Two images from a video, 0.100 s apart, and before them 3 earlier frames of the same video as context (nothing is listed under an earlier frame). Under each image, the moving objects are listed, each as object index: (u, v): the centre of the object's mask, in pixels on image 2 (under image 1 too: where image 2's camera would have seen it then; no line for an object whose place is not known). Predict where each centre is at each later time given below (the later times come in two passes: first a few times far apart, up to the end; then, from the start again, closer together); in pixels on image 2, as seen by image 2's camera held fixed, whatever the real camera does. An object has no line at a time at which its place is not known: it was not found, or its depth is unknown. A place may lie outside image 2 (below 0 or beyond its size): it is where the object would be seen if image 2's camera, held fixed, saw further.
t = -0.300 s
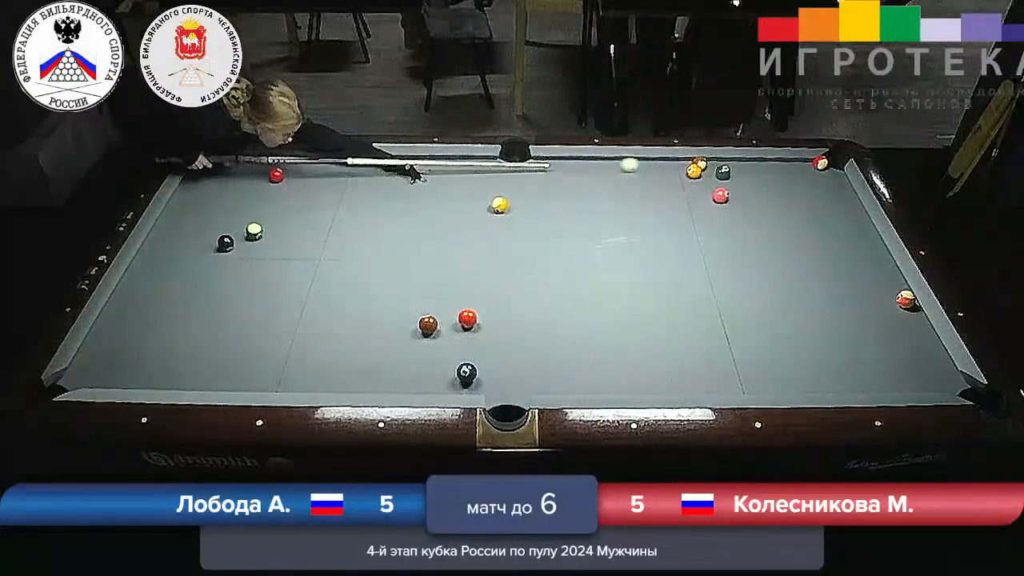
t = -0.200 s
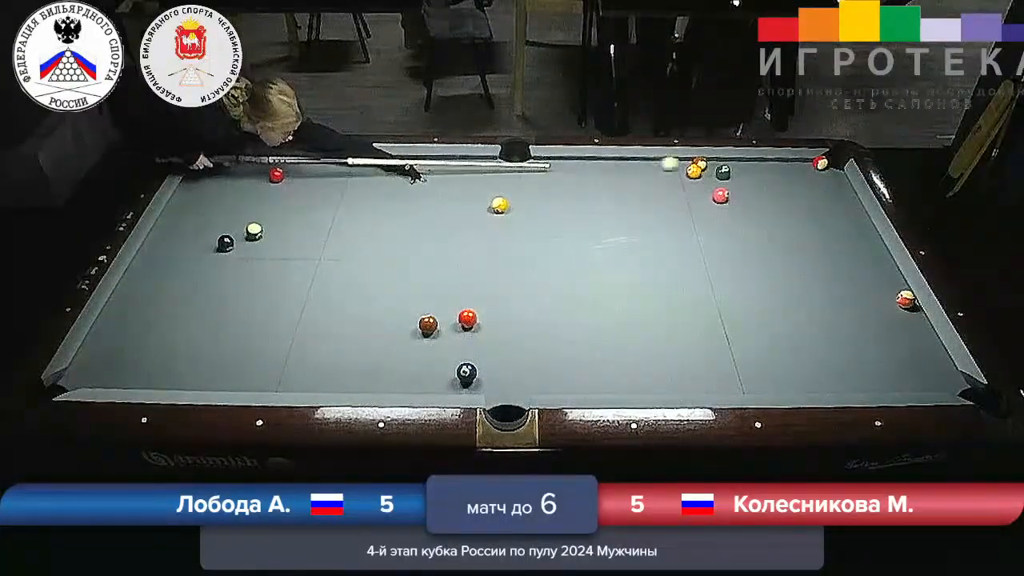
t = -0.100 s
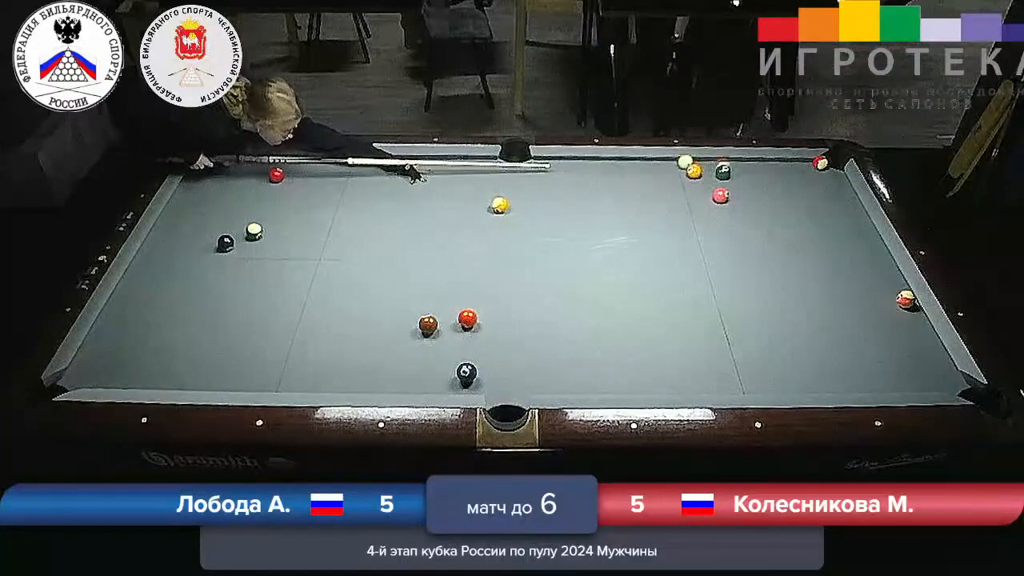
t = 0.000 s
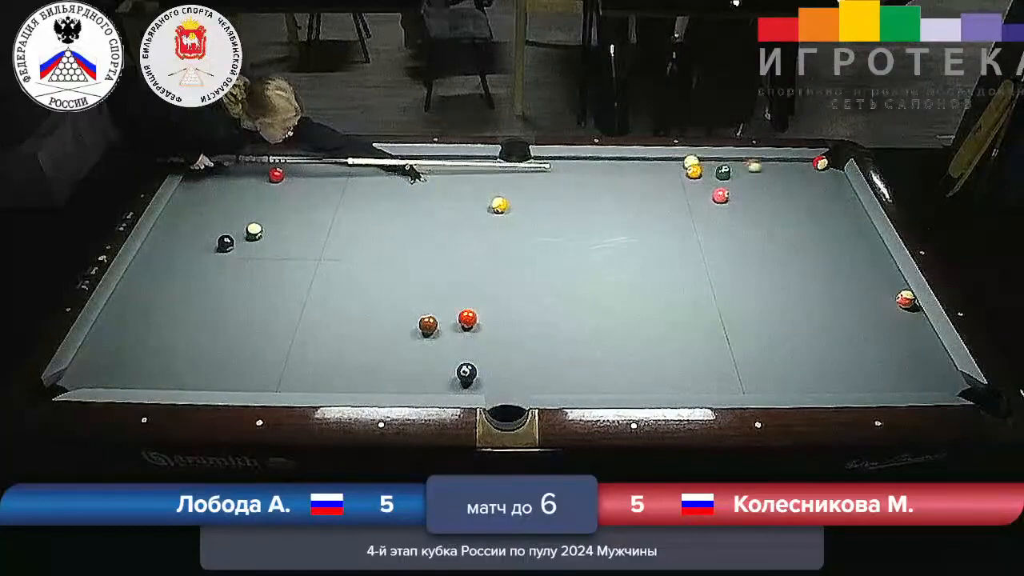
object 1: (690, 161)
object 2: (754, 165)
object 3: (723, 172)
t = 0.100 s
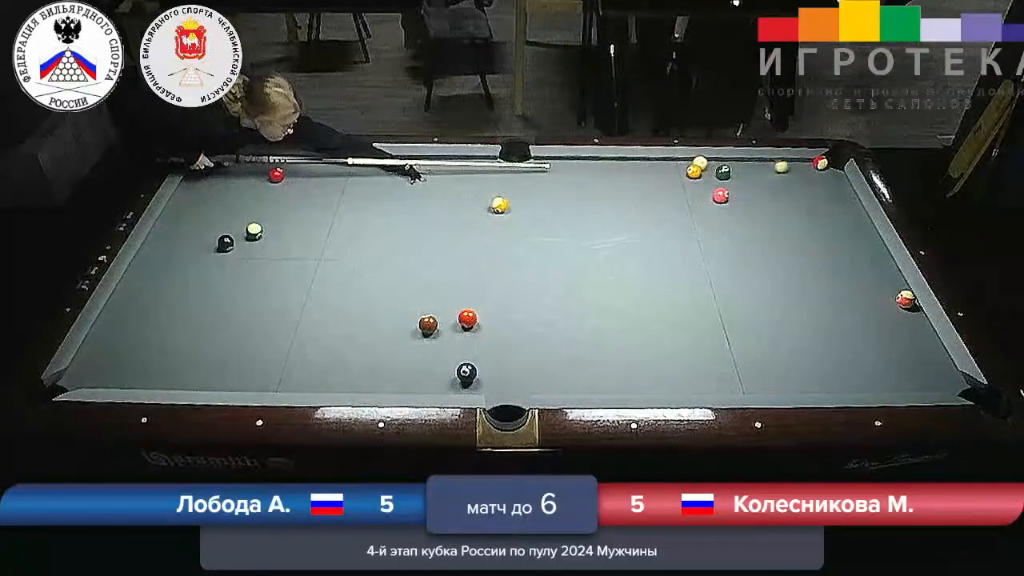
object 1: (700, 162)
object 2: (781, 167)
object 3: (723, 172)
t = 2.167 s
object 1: (783, 166)
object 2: (781, 225)
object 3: (741, 187)
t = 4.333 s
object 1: (788, 166)
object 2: (738, 260)
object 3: (741, 187)
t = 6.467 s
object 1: (789, 166)
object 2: (735, 263)
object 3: (741, 187)
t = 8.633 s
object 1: (788, 166)
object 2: (735, 263)
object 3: (741, 187)
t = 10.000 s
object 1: (789, 166)
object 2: (735, 263)
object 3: (741, 187)
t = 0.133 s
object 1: (703, 163)
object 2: (792, 166)
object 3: (724, 172)
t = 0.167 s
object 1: (705, 164)
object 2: (796, 167)
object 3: (723, 172)
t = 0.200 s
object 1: (708, 164)
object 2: (806, 167)
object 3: (723, 172)
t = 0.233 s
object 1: (711, 165)
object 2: (813, 168)
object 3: (723, 172)
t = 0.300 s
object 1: (715, 164)
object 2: (821, 171)
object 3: (724, 173)
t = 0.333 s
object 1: (717, 164)
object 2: (824, 172)
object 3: (725, 174)
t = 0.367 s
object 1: (718, 164)
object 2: (827, 174)
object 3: (725, 174)
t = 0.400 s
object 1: (720, 163)
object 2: (834, 175)
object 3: (726, 175)
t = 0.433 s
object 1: (723, 163)
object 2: (838, 178)
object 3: (727, 175)
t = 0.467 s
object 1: (724, 163)
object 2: (840, 178)
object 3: (727, 176)
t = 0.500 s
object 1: (726, 163)
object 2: (840, 180)
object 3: (728, 176)
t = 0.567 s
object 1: (730, 163)
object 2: (838, 181)
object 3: (729, 177)
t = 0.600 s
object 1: (732, 163)
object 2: (836, 182)
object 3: (730, 178)
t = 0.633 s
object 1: (734, 162)
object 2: (834, 184)
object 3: (730, 178)
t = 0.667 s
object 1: (735, 162)
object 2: (833, 185)
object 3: (731, 178)
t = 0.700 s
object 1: (737, 162)
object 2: (832, 186)
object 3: (731, 179)
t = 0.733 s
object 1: (739, 162)
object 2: (831, 188)
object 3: (732, 179)
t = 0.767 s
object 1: (740, 162)
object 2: (830, 188)
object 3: (732, 179)
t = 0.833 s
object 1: (743, 163)
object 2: (826, 190)
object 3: (734, 180)
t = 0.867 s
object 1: (744, 163)
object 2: (825, 190)
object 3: (734, 180)
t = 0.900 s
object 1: (746, 163)
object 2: (824, 192)
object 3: (734, 181)
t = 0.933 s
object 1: (747, 163)
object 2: (823, 193)
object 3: (735, 181)
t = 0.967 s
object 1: (748, 163)
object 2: (821, 194)
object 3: (735, 181)
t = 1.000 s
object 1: (750, 163)
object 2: (820, 195)
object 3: (736, 182)
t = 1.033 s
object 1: (751, 163)
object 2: (819, 195)
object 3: (737, 182)
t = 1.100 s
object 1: (754, 164)
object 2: (817, 197)
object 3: (737, 182)
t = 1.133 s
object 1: (755, 164)
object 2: (815, 198)
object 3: (738, 183)
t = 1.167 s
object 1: (756, 164)
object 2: (814, 199)
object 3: (738, 183)
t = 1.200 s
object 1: (757, 164)
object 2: (813, 200)
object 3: (739, 184)
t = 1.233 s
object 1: (759, 164)
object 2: (811, 202)
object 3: (739, 184)
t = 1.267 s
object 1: (760, 164)
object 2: (811, 202)
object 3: (739, 184)
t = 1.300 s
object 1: (761, 164)
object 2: (810, 202)
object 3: (739, 184)
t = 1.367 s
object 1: (763, 164)
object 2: (807, 204)
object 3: (740, 185)
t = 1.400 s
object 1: (764, 164)
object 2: (805, 205)
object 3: (740, 185)
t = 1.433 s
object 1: (765, 165)
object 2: (804, 207)
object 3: (740, 185)
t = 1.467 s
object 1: (766, 165)
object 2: (803, 208)
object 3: (740, 185)
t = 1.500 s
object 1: (767, 165)
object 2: (802, 208)
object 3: (741, 185)
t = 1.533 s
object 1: (769, 165)
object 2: (801, 210)
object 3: (741, 186)
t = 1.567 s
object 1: (769, 165)
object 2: (800, 210)
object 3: (741, 186)
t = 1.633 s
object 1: (771, 165)
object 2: (797, 212)
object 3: (741, 186)
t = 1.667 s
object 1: (772, 165)
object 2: (797, 212)
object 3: (741, 186)
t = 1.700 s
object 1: (773, 165)
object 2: (796, 213)
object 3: (741, 186)
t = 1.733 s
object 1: (774, 165)
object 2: (794, 214)
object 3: (741, 187)
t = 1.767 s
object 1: (774, 165)
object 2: (793, 215)
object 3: (741, 187)
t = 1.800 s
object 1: (775, 166)
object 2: (792, 216)
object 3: (741, 187)
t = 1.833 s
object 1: (777, 166)
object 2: (791, 217)
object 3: (741, 187)
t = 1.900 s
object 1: (777, 166)
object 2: (789, 220)
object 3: (741, 187)
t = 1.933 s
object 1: (779, 166)
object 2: (788, 220)
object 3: (741, 187)
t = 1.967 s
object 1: (779, 166)
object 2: (787, 220)
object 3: (741, 187)
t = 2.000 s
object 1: (780, 166)
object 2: (787, 221)
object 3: (741, 187)
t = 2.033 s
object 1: (780, 166)
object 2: (785, 222)
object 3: (741, 187)
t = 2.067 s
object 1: (781, 166)
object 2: (784, 222)
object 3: (741, 187)
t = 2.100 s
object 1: (781, 166)
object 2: (783, 223)
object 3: (741, 187)
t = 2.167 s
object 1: (783, 166)
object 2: (781, 225)
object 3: (741, 187)
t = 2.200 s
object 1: (783, 166)
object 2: (780, 226)
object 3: (741, 187)
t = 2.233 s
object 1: (784, 166)
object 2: (779, 227)
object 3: (741, 187)
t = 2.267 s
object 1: (784, 167)
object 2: (778, 228)
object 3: (741, 187)
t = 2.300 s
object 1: (785, 166)
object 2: (777, 228)
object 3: (741, 187)
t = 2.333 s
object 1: (785, 166)
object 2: (776, 230)
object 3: (741, 187)
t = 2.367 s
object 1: (785, 167)
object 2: (775, 230)
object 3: (741, 187)
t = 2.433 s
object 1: (786, 167)
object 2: (773, 232)
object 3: (741, 187)
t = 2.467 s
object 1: (786, 167)
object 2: (773, 232)
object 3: (741, 187)
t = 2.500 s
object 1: (787, 167)
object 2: (772, 233)
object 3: (741, 187)
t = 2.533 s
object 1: (787, 166)
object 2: (771, 233)
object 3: (741, 187)
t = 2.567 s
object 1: (788, 166)
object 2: (771, 234)
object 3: (741, 187)
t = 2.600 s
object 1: (787, 166)
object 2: (769, 235)
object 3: (741, 187)
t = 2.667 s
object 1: (788, 166)
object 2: (768, 237)
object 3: (741, 187)
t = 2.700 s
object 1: (788, 166)
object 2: (767, 238)
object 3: (741, 187)
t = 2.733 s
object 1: (788, 166)
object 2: (766, 238)
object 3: (741, 187)
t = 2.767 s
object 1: (788, 166)
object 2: (765, 239)
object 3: (741, 187)
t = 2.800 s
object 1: (788, 166)
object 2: (765, 239)
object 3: (741, 187)
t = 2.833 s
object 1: (789, 166)
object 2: (763, 240)
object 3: (741, 187)
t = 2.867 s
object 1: (788, 166)
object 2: (763, 240)
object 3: (741, 187)
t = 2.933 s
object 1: (789, 166)
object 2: (761, 242)
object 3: (741, 187)
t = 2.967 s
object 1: (789, 166)
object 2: (760, 242)
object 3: (741, 187)
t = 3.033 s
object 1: (789, 166)
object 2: (759, 244)
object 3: (741, 187)
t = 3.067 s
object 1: (789, 166)
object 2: (759, 244)
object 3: (741, 187)
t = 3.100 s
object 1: (789, 166)
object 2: (758, 244)
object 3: (741, 187)
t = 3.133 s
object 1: (789, 166)
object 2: (756, 246)
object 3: (741, 187)
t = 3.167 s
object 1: (789, 166)
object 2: (756, 246)
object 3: (741, 187)
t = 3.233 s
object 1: (789, 166)
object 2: (754, 247)
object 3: (741, 187)
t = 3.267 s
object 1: (789, 166)
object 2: (754, 248)
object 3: (741, 187)
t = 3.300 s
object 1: (789, 166)
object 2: (753, 248)
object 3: (741, 187)
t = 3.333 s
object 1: (789, 166)
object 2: (753, 249)
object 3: (741, 187)
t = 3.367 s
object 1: (788, 166)
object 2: (753, 249)
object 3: (741, 187)
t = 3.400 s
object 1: (788, 166)
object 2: (752, 250)
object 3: (741, 187)
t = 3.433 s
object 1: (788, 166)
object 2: (751, 251)
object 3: (741, 187)
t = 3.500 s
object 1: (789, 166)
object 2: (749, 252)
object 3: (741, 187)
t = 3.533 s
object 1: (789, 166)
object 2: (749, 252)
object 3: (741, 187)
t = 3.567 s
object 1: (789, 166)
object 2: (748, 252)
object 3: (741, 187)
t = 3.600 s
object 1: (789, 166)
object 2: (747, 253)
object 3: (741, 187)
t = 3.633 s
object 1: (789, 166)
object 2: (747, 253)
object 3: (741, 187)
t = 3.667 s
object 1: (789, 166)
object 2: (747, 253)
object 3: (741, 187)
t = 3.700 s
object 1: (789, 166)
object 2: (746, 254)
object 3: (741, 187)
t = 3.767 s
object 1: (789, 166)
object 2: (745, 255)
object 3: (741, 187)
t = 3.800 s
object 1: (788, 166)
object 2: (745, 255)
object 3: (741, 187)
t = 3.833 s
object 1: (788, 166)
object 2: (744, 255)
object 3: (741, 187)
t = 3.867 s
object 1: (788, 166)
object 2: (743, 256)
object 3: (741, 187)
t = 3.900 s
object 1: (789, 166)
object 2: (743, 256)
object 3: (741, 187)
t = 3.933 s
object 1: (788, 166)
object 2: (743, 256)
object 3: (741, 187)
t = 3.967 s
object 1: (788, 166)
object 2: (742, 257)
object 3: (741, 187)
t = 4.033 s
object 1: (788, 166)
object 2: (741, 258)
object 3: (741, 187)
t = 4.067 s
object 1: (788, 166)
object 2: (741, 258)
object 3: (741, 187)
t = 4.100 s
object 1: (788, 166)
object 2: (740, 258)
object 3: (741, 187)
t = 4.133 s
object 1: (788, 166)
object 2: (740, 259)
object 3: (741, 187)
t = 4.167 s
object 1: (788, 166)
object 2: (739, 259)
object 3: (741, 187)
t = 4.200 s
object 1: (788, 166)
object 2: (739, 260)
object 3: (741, 187)
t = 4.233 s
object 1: (788, 166)
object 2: (739, 260)
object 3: (741, 187)
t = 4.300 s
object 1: (789, 166)
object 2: (738, 260)
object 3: (741, 187)
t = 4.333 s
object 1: (788, 166)
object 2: (738, 260)
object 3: (741, 187)
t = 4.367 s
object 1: (788, 166)
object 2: (738, 261)
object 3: (741, 187)
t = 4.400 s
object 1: (788, 166)
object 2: (738, 261)
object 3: (741, 187)
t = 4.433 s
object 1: (788, 166)
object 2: (737, 261)
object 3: (741, 187)
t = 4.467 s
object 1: (788, 166)
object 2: (737, 261)
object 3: (741, 187)
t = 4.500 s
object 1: (788, 166)
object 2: (737, 261)
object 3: (741, 187)
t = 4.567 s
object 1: (789, 166)
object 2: (737, 262)
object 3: (741, 187)
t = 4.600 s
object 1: (788, 166)
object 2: (736, 262)
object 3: (741, 187)
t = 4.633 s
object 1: (789, 166)
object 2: (736, 262)
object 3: (741, 187)
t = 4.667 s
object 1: (789, 166)
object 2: (736, 262)
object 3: (741, 187)
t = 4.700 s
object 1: (789, 166)
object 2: (735, 263)
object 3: (741, 187)
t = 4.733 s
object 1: (789, 166)
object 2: (735, 263)
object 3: (741, 187)
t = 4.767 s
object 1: (788, 166)
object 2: (735, 263)
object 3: (741, 187)
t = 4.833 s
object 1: (789, 166)
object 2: (736, 263)
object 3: (741, 187)
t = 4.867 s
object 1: (789, 166)
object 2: (736, 263)
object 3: (741, 187)
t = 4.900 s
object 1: (789, 166)
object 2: (736, 263)
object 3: (741, 187)
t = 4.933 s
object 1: (789, 166)
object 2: (735, 263)
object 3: (741, 187)
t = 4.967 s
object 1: (789, 166)
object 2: (735, 263)
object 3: (741, 187)
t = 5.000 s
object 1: (789, 166)
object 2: (735, 263)
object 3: (741, 187)
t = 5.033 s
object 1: (789, 166)
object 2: (735, 263)
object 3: (741, 187)
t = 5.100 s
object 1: (789, 166)
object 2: (735, 263)
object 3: (741, 187)
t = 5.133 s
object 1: (789, 166)
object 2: (735, 264)
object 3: (741, 187)
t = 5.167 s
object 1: (789, 166)
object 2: (735, 264)
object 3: (741, 187)
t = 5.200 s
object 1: (789, 166)
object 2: (735, 263)
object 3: (741, 187)
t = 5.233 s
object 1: (789, 166)
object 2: (735, 263)
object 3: (741, 187)
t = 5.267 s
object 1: (789, 166)
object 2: (735, 263)
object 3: (741, 187)
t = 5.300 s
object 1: (789, 166)
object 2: (735, 263)
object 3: (741, 187)
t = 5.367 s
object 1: (789, 166)
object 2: (735, 263)
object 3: (741, 187)
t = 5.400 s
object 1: (789, 166)
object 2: (735, 263)
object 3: (741, 187)
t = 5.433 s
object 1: (789, 166)
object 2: (735, 263)
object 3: (741, 187)
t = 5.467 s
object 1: (789, 166)
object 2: (735, 263)
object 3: (741, 187)
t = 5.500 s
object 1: (789, 166)
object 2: (735, 263)
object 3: (741, 188)
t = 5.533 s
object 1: (789, 166)
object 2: (735, 263)
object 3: (741, 188)
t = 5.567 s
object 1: (789, 166)
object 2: (735, 263)
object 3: (741, 188)
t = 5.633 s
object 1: (789, 166)
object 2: (735, 263)
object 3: (741, 187)
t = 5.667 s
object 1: (789, 166)
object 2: (735, 263)
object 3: (741, 187)
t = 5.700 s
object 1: (789, 166)
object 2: (735, 263)
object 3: (741, 188)
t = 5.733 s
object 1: (789, 166)
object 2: (735, 263)
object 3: (741, 187)
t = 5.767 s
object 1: (789, 166)
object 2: (735, 263)
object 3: (741, 187)
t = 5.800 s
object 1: (789, 166)
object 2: (735, 263)
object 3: (741, 187)
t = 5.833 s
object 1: (789, 166)
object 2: (735, 263)
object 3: (741, 187)
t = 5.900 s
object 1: (789, 166)
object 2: (735, 263)
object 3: (741, 187)
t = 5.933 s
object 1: (789, 166)
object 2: (735, 263)
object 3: (741, 187)
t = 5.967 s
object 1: (789, 166)
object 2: (735, 263)
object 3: (741, 187)
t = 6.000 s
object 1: (789, 166)
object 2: (735, 263)
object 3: (741, 187)
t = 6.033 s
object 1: (789, 166)
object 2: (735, 263)
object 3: (741, 187)
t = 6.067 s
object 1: (789, 166)
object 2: (735, 263)
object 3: (741, 187)
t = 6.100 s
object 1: (789, 166)
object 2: (735, 263)
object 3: (741, 187)
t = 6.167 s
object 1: (789, 166)
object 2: (735, 263)
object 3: (741, 187)
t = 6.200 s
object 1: (789, 166)
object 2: (735, 263)
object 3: (741, 187)
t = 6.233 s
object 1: (789, 166)
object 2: (735, 263)
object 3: (741, 187)
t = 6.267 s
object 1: (789, 166)
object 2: (735, 263)
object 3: (741, 187)
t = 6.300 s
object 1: (789, 166)
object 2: (735, 263)
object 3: (741, 187)
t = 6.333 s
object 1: (789, 166)
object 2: (735, 263)
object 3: (741, 187)
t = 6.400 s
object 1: (789, 166)
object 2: (735, 263)
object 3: (741, 187)
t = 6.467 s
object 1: (789, 166)
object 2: (735, 263)
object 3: (741, 187)
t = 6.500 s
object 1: (789, 166)
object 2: (735, 263)
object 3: (741, 187)
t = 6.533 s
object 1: (789, 166)
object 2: (735, 263)
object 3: (741, 187)
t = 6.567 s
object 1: (789, 166)
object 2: (735, 263)
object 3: (741, 187)
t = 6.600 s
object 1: (789, 166)
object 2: (735, 263)
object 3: (741, 187)
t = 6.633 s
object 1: (789, 166)
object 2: (735, 263)
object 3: (741, 187)
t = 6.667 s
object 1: (789, 166)
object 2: (735, 263)
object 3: (741, 187)
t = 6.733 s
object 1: (789, 166)
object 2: (735, 263)
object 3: (741, 187)
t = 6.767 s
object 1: (789, 166)
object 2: (735, 263)
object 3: (741, 187)
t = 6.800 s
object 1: (789, 166)
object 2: (735, 263)
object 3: (741, 187)
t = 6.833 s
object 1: (789, 166)
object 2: (735, 263)
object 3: (741, 187)
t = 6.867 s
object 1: (788, 166)
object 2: (735, 263)
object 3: (741, 187)
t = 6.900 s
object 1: (789, 166)
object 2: (735, 263)
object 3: (741, 187)
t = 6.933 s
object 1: (788, 166)
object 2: (735, 263)
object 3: (741, 187)
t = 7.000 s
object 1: (789, 166)
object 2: (735, 263)
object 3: (741, 187)
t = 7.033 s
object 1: (789, 166)
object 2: (735, 263)
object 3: (741, 187)
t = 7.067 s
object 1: (789, 166)
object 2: (735, 263)
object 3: (741, 187)
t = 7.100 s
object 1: (789, 166)
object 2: (735, 263)
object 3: (741, 187)
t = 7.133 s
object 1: (789, 166)
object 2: (735, 263)
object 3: (741, 187)
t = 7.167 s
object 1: (789, 166)
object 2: (735, 263)
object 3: (741, 187)
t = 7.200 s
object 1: (789, 166)
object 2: (735, 263)
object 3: (741, 187)
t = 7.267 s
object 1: (789, 166)
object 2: (735, 263)
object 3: (741, 187)
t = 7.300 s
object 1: (789, 166)
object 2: (735, 263)
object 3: (741, 187)
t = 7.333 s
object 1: (789, 166)
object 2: (735, 263)
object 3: (741, 187)
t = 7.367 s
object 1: (789, 166)
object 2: (735, 263)
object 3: (741, 187)
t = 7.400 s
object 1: (789, 166)
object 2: (735, 263)
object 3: (741, 187)
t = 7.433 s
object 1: (789, 166)
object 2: (735, 263)
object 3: (741, 187)
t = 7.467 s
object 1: (789, 166)
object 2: (735, 263)
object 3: (741, 187)
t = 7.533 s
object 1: (789, 166)
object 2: (735, 263)
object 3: (741, 187)
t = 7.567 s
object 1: (789, 166)
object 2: (735, 263)
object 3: (741, 187)
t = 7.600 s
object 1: (789, 166)
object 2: (735, 263)
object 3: (741, 187)
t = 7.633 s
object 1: (788, 166)
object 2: (735, 263)
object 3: (741, 187)
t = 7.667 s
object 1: (789, 166)
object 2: (735, 263)
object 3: (741, 187)
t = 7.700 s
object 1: (789, 166)
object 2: (735, 263)
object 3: (741, 187)
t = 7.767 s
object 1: (789, 166)
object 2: (735, 263)
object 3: (741, 187)
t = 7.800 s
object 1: (789, 166)
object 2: (735, 263)
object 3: (741, 187)
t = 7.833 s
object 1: (789, 166)
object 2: (735, 263)
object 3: (741, 187)
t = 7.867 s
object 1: (789, 166)
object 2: (735, 263)
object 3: (741, 187)
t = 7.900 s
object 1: (789, 166)
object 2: (735, 263)
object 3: (741, 187)
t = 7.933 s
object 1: (789, 166)
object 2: (735, 263)
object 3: (741, 187)
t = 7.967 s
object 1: (789, 166)
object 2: (735, 263)
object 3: (741, 187)
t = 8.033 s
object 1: (789, 166)
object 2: (735, 263)
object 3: (741, 187)
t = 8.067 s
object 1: (789, 166)
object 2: (735, 263)
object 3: (741, 187)
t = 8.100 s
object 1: (789, 166)
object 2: (735, 263)
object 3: (741, 187)
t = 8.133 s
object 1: (789, 166)
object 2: (735, 263)
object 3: (741, 187)
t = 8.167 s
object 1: (789, 166)
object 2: (735, 263)
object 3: (741, 187)
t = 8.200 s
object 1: (788, 166)
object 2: (735, 263)
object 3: (741, 187)
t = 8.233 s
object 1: (789, 166)
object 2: (735, 263)
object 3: (741, 187)
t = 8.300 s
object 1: (789, 166)
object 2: (735, 263)
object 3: (741, 187)
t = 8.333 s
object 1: (789, 166)
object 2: (735, 263)
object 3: (741, 187)
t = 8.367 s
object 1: (789, 166)
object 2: (735, 263)
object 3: (741, 187)
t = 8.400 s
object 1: (789, 166)
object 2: (735, 263)
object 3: (741, 187)
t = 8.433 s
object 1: (789, 166)
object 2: (735, 263)
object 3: (741, 187)
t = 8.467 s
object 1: (789, 166)
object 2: (735, 263)
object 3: (741, 187)
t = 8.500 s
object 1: (789, 166)
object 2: (735, 263)
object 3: (741, 187)
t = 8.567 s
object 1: (788, 166)
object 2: (735, 263)
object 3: (741, 187)
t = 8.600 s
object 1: (789, 166)
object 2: (735, 263)
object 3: (741, 187)
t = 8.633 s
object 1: (788, 166)
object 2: (735, 263)
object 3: (741, 187)
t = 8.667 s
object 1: (789, 166)
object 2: (735, 263)
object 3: (741, 187)
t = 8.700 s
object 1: (788, 166)
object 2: (735, 263)
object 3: (741, 187)
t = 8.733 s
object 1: (788, 166)
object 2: (735, 263)
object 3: (741, 187)
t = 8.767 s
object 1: (788, 166)
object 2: (735, 263)
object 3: (741, 187)
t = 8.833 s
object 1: (788, 166)
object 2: (735, 263)
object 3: (741, 187)
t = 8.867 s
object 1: (789, 166)
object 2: (735, 263)
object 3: (741, 187)
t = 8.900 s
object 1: (789, 166)
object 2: (735, 263)
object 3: (741, 187)
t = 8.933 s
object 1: (788, 166)
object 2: (735, 263)
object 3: (741, 187)
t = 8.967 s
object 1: (789, 166)
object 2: (735, 263)
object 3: (741, 187)
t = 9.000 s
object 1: (789, 166)
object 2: (735, 263)
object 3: (741, 187)
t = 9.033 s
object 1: (789, 166)
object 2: (735, 263)
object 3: (741, 187)
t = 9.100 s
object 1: (789, 166)
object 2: (735, 263)
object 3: (741, 187)
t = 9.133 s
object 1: (789, 166)
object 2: (735, 263)
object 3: (741, 187)
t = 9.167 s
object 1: (789, 166)
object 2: (735, 263)
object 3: (741, 187)
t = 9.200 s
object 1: (789, 166)
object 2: (735, 263)
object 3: (741, 187)
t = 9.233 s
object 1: (788, 166)
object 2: (735, 263)
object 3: (741, 187)
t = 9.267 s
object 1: (788, 166)
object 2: (735, 263)
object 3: (741, 187)
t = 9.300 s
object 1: (788, 166)
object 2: (735, 263)
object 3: (741, 187)
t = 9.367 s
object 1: (789, 166)
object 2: (735, 263)
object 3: (741, 187)
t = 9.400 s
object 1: (789, 166)
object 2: (735, 263)
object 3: (741, 187)
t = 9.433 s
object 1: (789, 166)
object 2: (735, 263)
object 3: (741, 187)
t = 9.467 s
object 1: (789, 166)
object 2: (735, 263)
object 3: (741, 187)
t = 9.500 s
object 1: (789, 166)
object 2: (735, 263)
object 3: (741, 187)
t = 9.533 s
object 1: (789, 166)
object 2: (735, 263)
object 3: (741, 187)
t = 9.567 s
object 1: (789, 166)
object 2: (735, 263)
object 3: (741, 187)
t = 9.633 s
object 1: (789, 166)
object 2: (735, 263)
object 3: (741, 187)
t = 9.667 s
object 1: (789, 166)
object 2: (735, 263)
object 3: (741, 187)
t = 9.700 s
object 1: (789, 166)
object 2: (735, 263)
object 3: (741, 187)
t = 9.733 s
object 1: (789, 166)
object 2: (735, 263)
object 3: (741, 187)
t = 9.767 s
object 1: (789, 166)
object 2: (735, 263)
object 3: (741, 187)
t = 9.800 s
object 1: (789, 166)
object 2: (735, 263)
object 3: (741, 187)
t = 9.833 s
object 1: (789, 166)
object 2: (735, 263)
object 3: (741, 187)
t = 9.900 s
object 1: (789, 166)
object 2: (735, 263)
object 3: (741, 187)
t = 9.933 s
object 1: (789, 166)
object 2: (735, 263)
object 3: (741, 187)
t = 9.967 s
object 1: (789, 166)
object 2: (735, 263)
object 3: (741, 187)
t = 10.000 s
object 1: (789, 166)
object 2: (735, 263)
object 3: (741, 187)
